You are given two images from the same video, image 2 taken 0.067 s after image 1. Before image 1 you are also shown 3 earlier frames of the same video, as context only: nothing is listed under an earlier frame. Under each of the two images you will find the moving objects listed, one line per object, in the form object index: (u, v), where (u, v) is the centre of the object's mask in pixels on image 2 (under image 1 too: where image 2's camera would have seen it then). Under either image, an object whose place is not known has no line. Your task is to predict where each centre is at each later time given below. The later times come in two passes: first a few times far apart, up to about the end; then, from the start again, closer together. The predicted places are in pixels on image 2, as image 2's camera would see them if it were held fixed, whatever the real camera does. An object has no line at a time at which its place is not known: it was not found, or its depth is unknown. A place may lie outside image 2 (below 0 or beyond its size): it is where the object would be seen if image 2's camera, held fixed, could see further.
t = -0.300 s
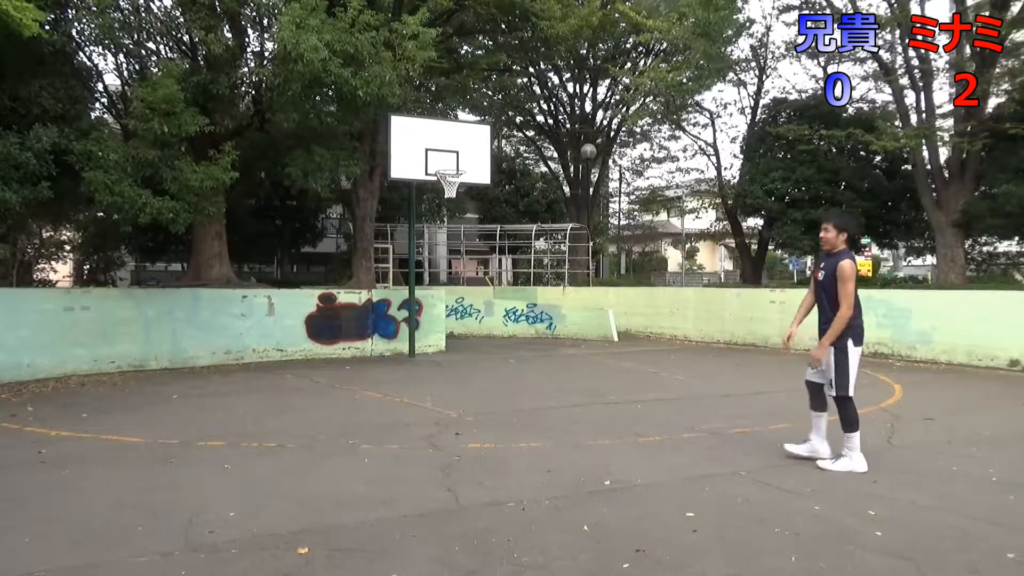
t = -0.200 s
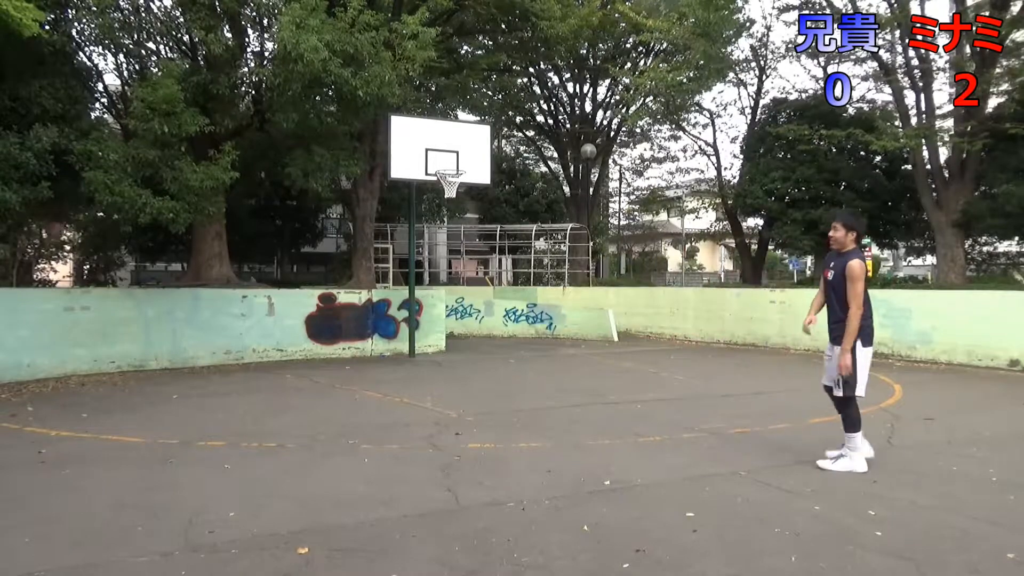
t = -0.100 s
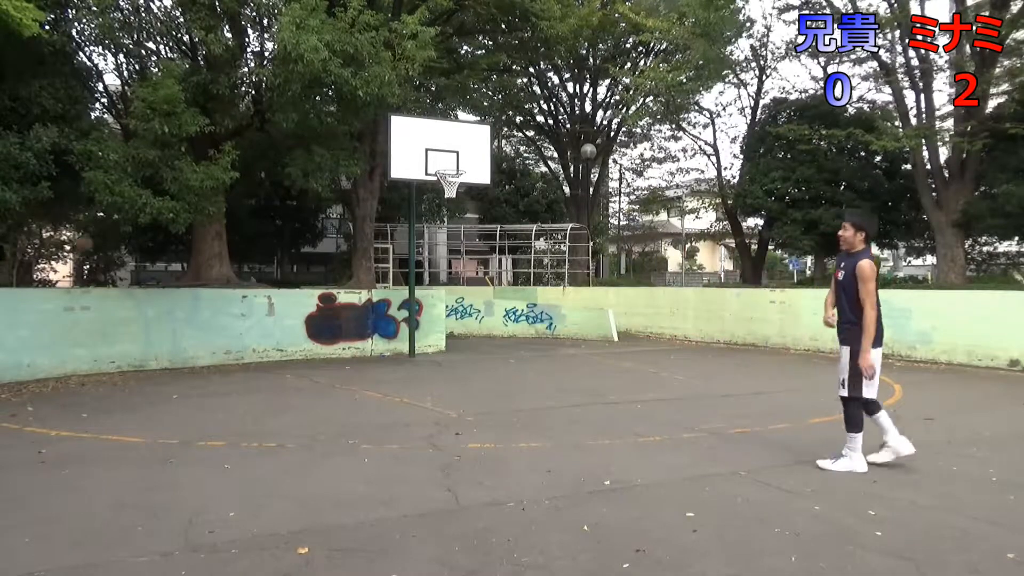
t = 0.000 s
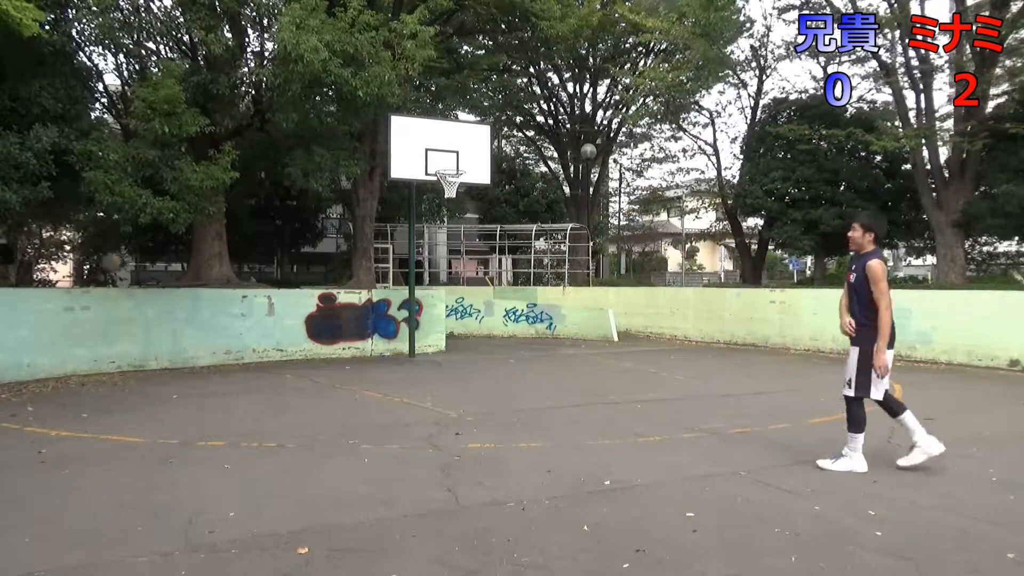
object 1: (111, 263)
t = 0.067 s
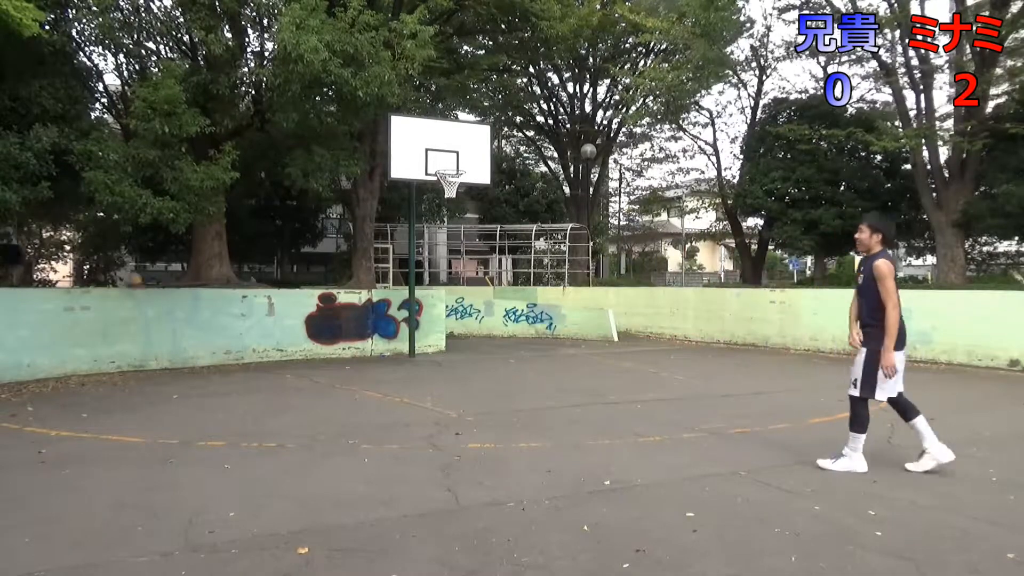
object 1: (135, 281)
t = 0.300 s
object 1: (204, 373)
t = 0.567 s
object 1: (263, 301)
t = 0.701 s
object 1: (295, 282)
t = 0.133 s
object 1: (151, 301)
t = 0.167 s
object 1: (161, 314)
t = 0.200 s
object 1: (171, 327)
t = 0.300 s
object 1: (204, 373)
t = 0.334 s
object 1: (211, 367)
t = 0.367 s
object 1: (218, 354)
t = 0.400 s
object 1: (225, 345)
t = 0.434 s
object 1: (232, 334)
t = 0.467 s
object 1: (240, 324)
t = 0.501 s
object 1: (247, 316)
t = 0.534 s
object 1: (255, 308)
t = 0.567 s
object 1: (263, 301)
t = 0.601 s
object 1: (271, 295)
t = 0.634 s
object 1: (279, 290)
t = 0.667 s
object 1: (287, 286)
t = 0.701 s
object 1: (295, 282)
